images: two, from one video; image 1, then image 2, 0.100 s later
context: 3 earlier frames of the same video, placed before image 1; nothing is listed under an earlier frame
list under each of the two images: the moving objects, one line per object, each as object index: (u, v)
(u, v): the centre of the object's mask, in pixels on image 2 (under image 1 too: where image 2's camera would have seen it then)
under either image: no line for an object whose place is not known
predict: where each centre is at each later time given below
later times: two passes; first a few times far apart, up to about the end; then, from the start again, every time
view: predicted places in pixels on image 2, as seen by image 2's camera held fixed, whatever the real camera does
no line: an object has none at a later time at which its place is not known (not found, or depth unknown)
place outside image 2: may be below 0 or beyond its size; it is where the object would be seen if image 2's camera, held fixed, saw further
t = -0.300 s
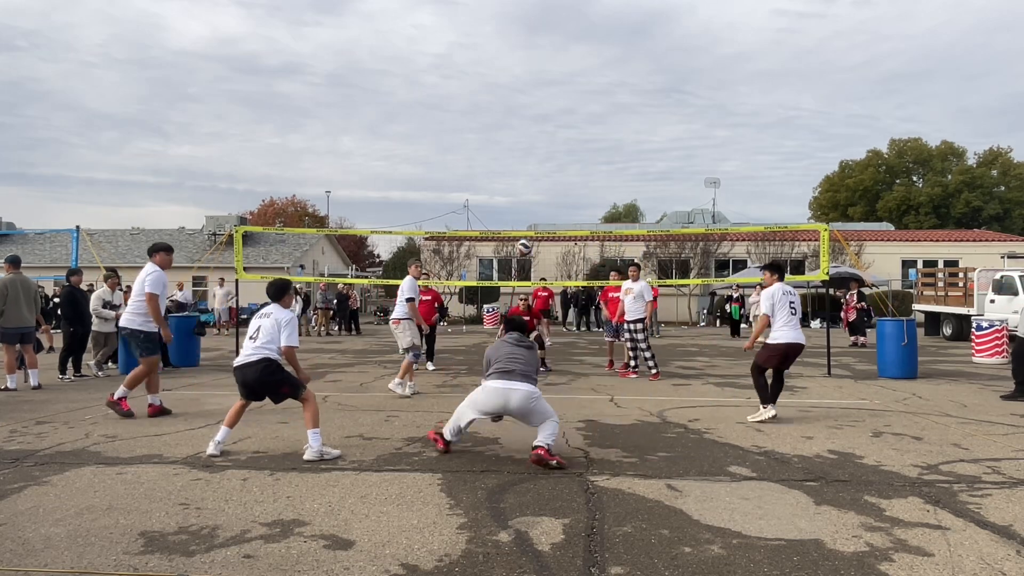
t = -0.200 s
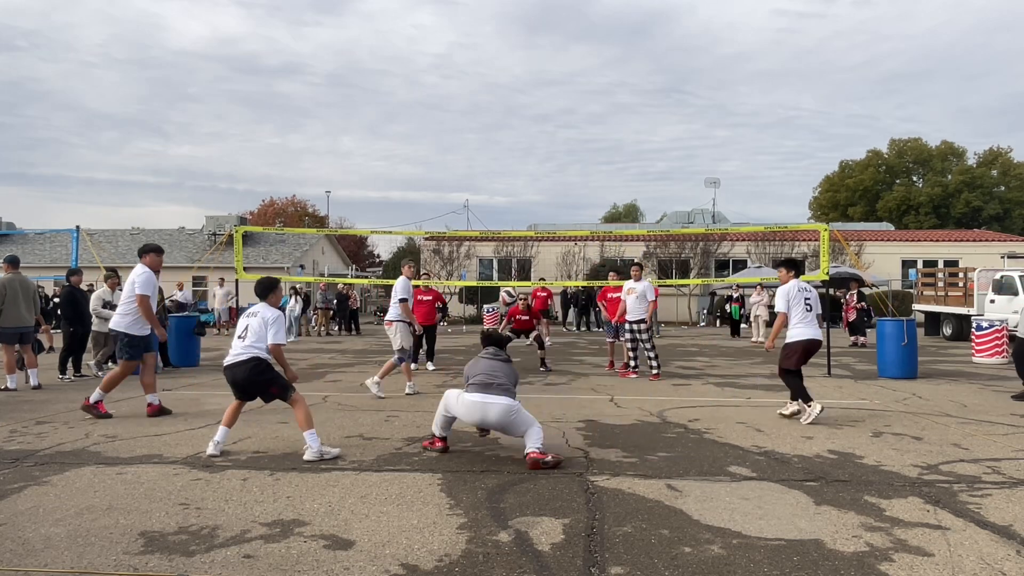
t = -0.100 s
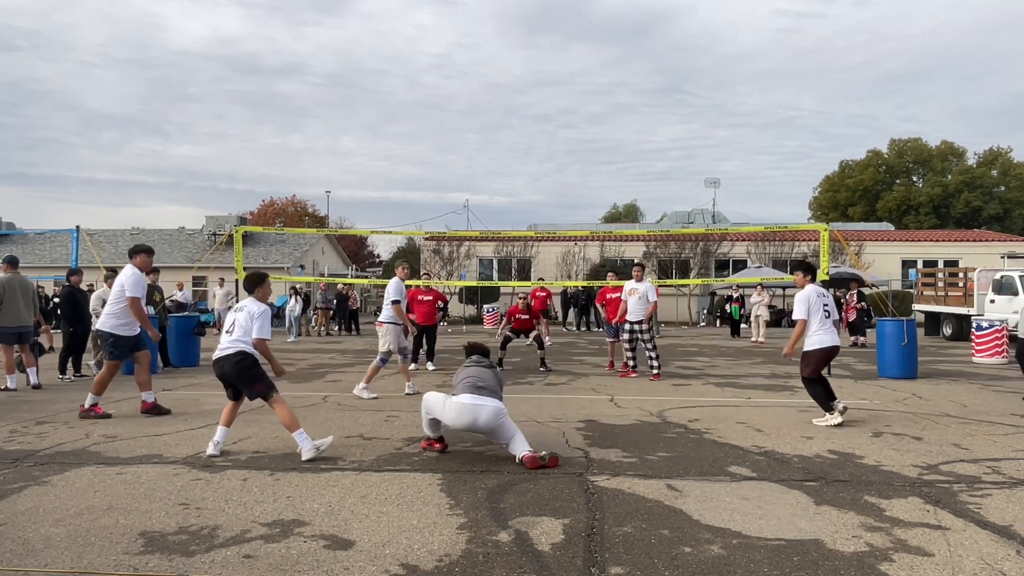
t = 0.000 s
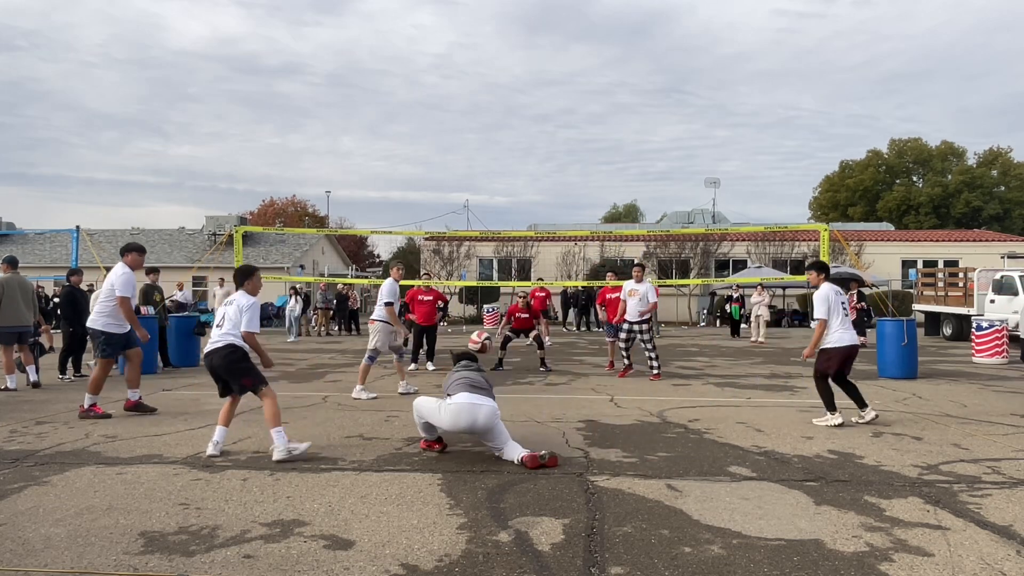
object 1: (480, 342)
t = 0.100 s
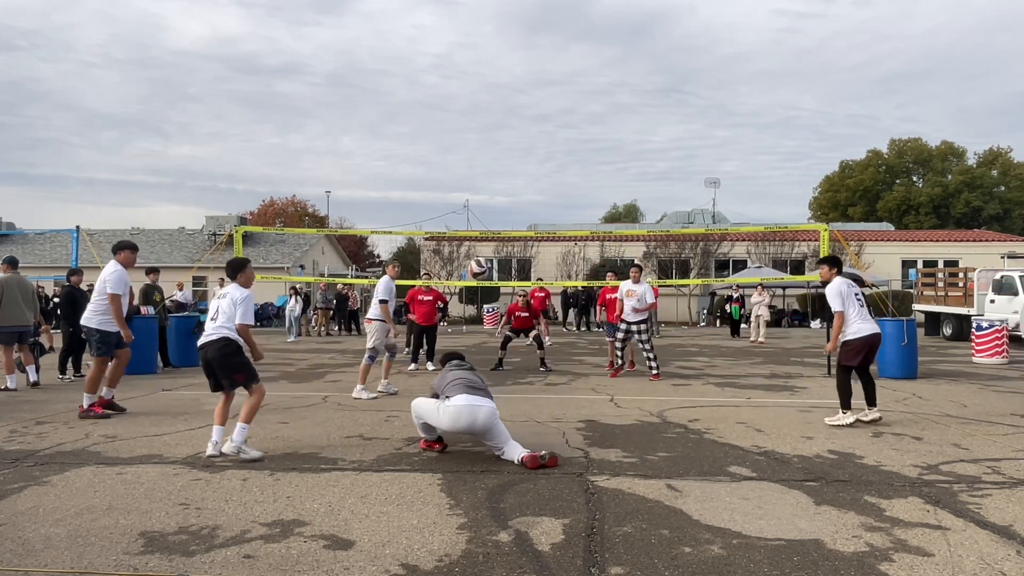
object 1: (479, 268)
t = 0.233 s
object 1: (480, 195)
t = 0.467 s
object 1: (482, 118)
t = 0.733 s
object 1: (485, 100)
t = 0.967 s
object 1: (487, 134)
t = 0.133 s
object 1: (480, 247)
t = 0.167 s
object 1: (480, 228)
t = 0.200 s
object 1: (480, 211)
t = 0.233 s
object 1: (480, 195)
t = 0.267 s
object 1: (481, 179)
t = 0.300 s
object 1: (481, 166)
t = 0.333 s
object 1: (481, 154)
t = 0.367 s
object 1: (481, 143)
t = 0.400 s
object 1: (482, 134)
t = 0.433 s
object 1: (482, 125)
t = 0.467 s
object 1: (482, 118)
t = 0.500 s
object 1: (483, 112)
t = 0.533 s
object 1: (483, 107)
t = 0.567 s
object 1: (483, 103)
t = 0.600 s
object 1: (483, 100)
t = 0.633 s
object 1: (484, 99)
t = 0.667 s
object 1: (484, 98)
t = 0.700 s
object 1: (484, 99)
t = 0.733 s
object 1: (485, 100)
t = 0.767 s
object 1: (485, 102)
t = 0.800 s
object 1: (485, 105)
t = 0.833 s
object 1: (486, 109)
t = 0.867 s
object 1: (486, 114)
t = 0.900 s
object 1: (486, 120)
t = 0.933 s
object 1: (487, 127)
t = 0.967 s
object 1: (487, 134)
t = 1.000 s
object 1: (487, 143)
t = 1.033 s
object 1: (487, 151)
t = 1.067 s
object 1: (488, 161)
